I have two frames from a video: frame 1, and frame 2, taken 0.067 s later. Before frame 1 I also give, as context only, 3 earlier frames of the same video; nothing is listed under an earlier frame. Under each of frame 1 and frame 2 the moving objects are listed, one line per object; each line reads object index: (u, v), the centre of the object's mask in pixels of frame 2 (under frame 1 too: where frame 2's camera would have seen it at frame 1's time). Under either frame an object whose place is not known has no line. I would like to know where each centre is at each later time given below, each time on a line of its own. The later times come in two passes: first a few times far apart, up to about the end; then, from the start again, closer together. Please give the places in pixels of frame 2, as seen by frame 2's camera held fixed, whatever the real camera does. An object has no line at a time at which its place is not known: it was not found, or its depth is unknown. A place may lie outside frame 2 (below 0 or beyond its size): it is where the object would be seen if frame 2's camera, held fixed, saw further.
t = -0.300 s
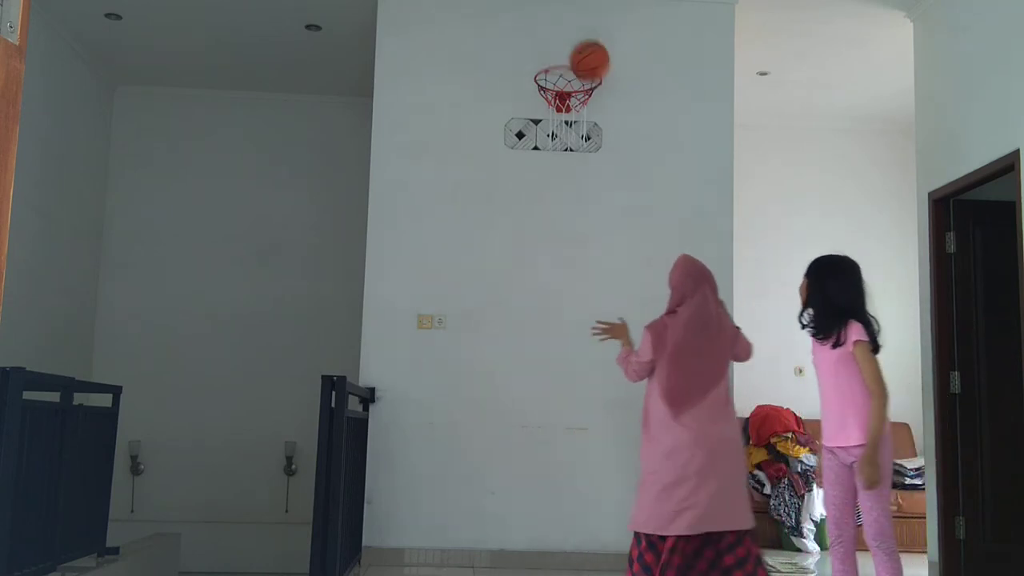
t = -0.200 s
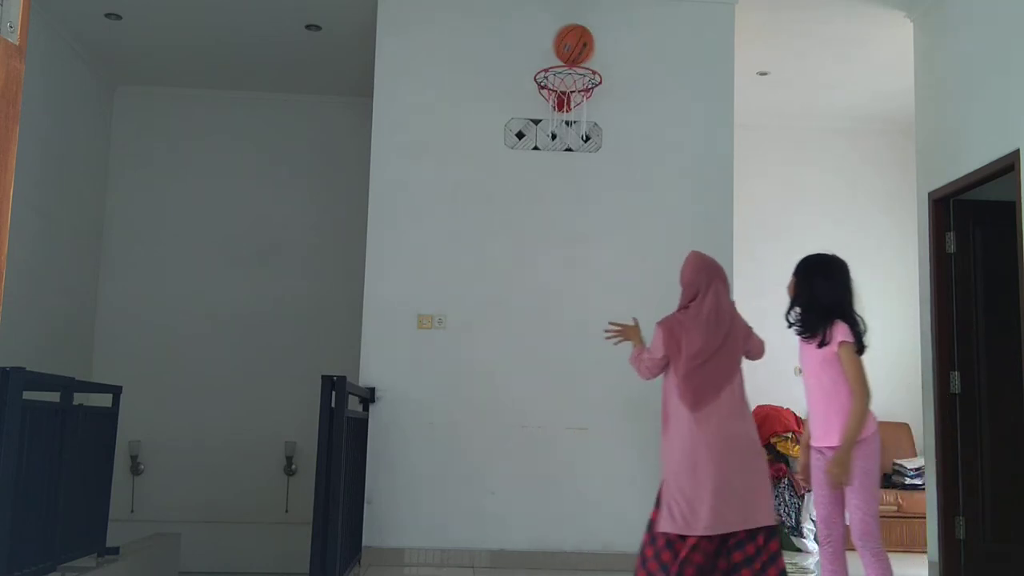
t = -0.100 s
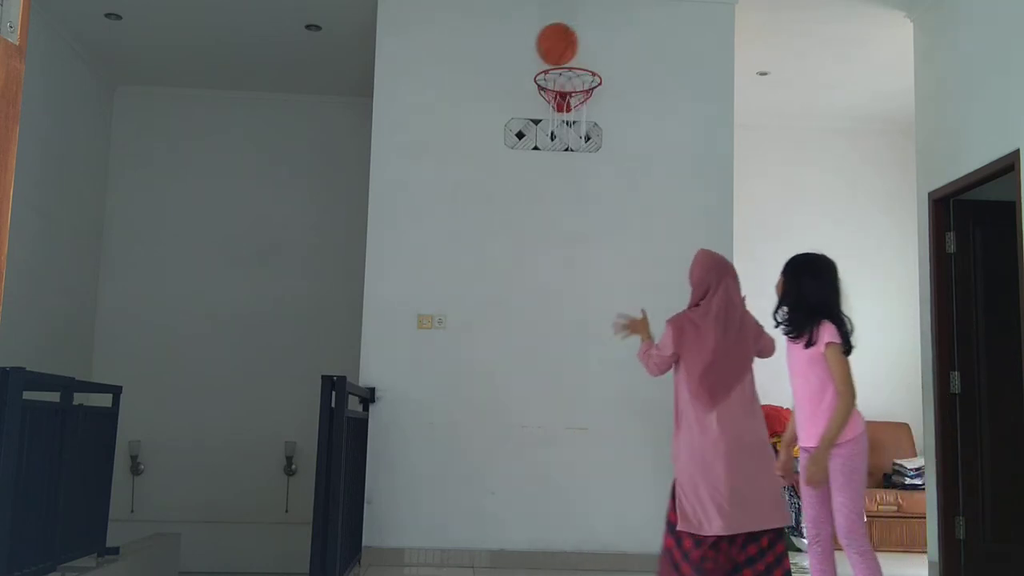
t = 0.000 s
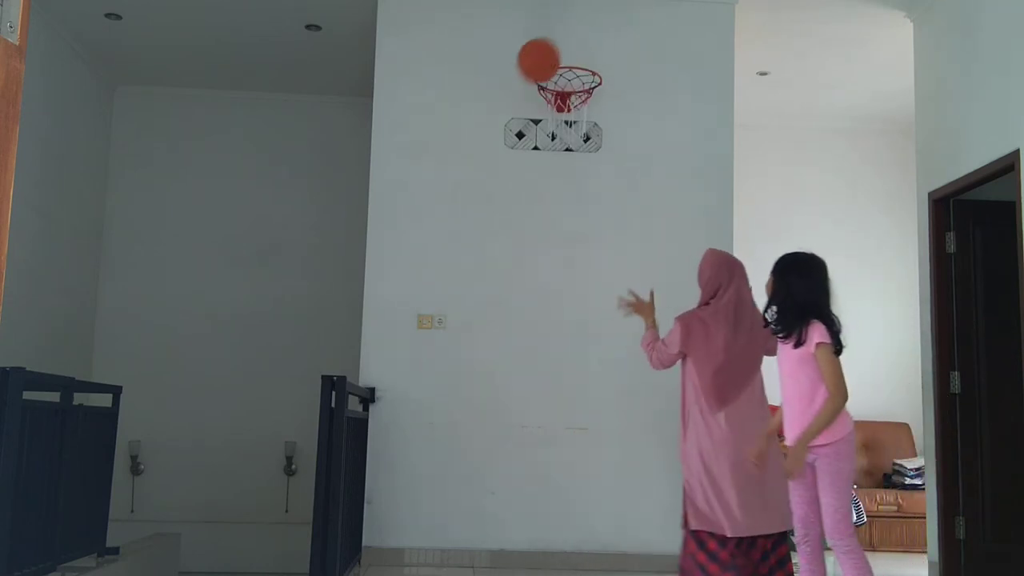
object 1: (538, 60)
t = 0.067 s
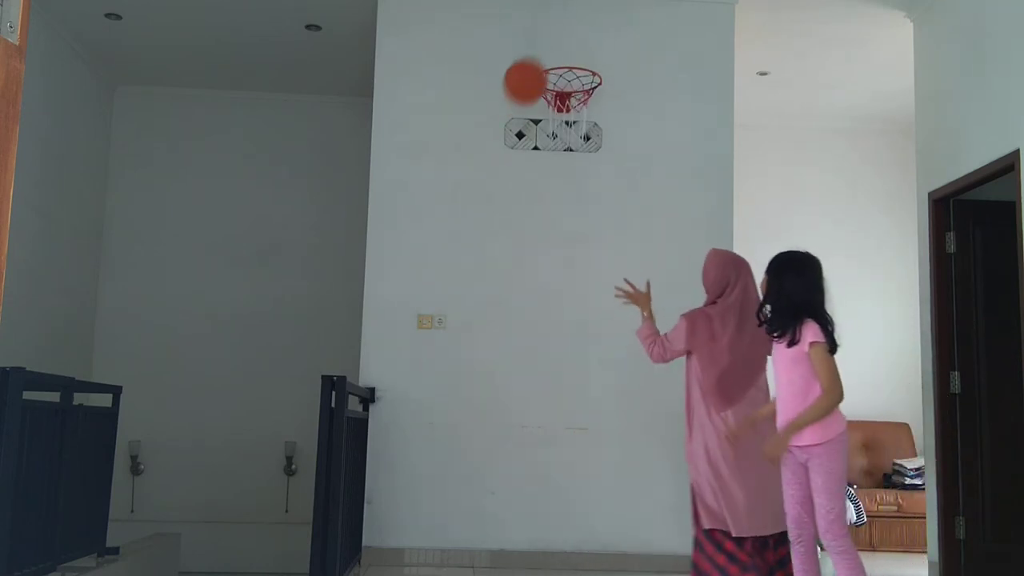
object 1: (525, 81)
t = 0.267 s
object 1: (481, 201)
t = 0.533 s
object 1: (404, 535)
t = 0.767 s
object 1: (357, 350)
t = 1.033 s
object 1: (298, 139)
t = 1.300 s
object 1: (216, 68)
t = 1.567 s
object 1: (101, 187)
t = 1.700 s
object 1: (30, 350)
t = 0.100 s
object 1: (518, 94)
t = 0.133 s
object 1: (512, 110)
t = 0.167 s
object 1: (504, 130)
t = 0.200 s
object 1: (496, 152)
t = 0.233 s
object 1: (489, 175)
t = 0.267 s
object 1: (481, 201)
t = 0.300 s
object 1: (473, 230)
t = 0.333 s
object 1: (464, 263)
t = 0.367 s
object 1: (456, 298)
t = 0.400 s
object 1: (446, 337)
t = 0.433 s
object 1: (437, 380)
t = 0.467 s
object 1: (427, 428)
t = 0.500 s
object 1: (416, 479)
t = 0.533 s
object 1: (404, 535)
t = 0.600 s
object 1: (387, 545)
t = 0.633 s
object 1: (381, 504)
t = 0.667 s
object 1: (375, 461)
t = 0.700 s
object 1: (369, 422)
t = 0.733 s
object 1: (364, 385)
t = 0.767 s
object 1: (357, 350)
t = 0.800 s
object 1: (351, 317)
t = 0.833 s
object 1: (344, 285)
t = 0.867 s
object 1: (338, 256)
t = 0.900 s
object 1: (330, 229)
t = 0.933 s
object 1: (322, 203)
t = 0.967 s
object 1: (314, 180)
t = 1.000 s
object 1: (306, 159)
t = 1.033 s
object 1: (298, 139)
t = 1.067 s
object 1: (289, 122)
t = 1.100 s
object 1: (279, 107)
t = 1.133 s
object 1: (270, 94)
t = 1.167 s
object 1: (260, 84)
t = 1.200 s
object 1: (249, 76)
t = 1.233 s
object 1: (238, 71)
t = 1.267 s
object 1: (227, 68)
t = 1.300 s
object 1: (216, 68)
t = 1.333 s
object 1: (203, 71)
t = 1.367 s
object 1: (191, 77)
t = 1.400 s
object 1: (177, 86)
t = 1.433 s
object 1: (164, 99)
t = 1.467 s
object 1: (149, 114)
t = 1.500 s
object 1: (134, 134)
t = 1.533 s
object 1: (118, 158)
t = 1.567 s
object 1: (101, 187)
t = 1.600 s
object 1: (83, 220)
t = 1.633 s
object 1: (65, 257)
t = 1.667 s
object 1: (46, 301)
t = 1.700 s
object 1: (30, 350)
